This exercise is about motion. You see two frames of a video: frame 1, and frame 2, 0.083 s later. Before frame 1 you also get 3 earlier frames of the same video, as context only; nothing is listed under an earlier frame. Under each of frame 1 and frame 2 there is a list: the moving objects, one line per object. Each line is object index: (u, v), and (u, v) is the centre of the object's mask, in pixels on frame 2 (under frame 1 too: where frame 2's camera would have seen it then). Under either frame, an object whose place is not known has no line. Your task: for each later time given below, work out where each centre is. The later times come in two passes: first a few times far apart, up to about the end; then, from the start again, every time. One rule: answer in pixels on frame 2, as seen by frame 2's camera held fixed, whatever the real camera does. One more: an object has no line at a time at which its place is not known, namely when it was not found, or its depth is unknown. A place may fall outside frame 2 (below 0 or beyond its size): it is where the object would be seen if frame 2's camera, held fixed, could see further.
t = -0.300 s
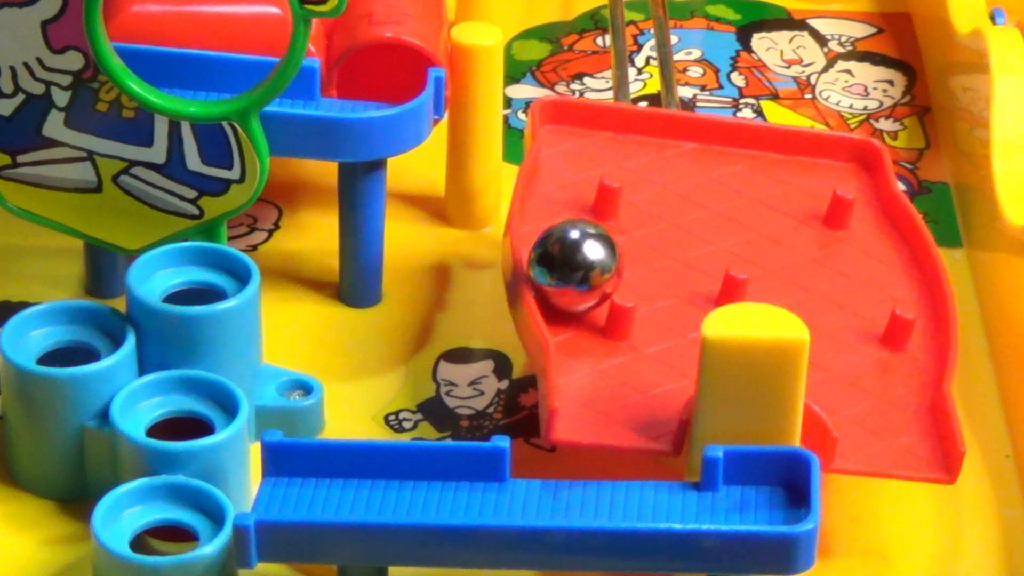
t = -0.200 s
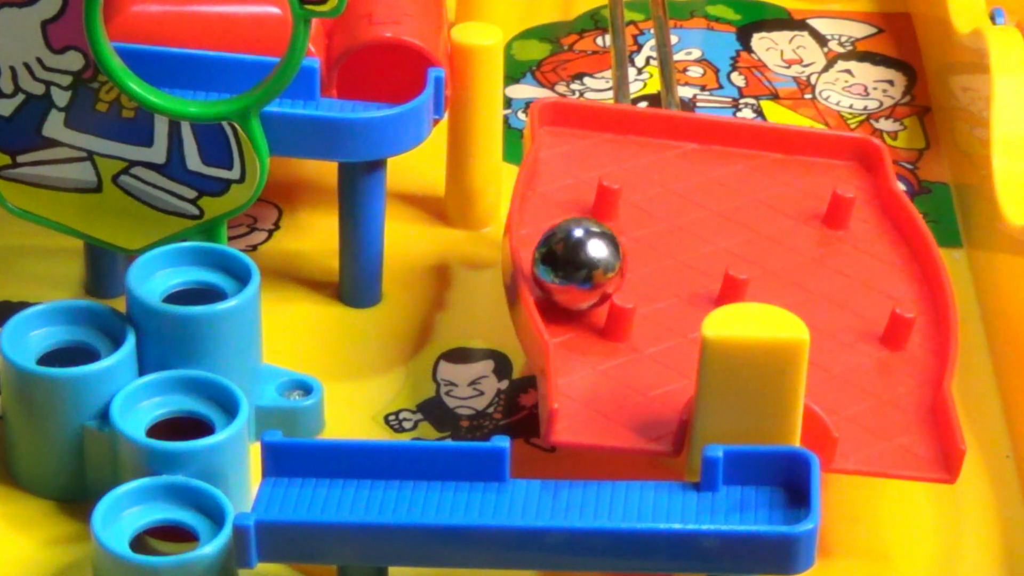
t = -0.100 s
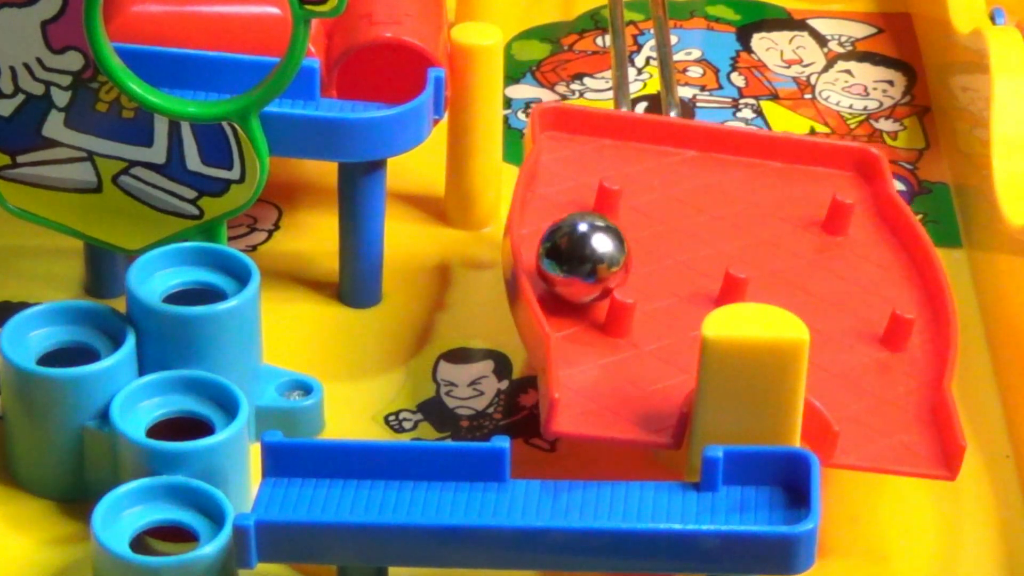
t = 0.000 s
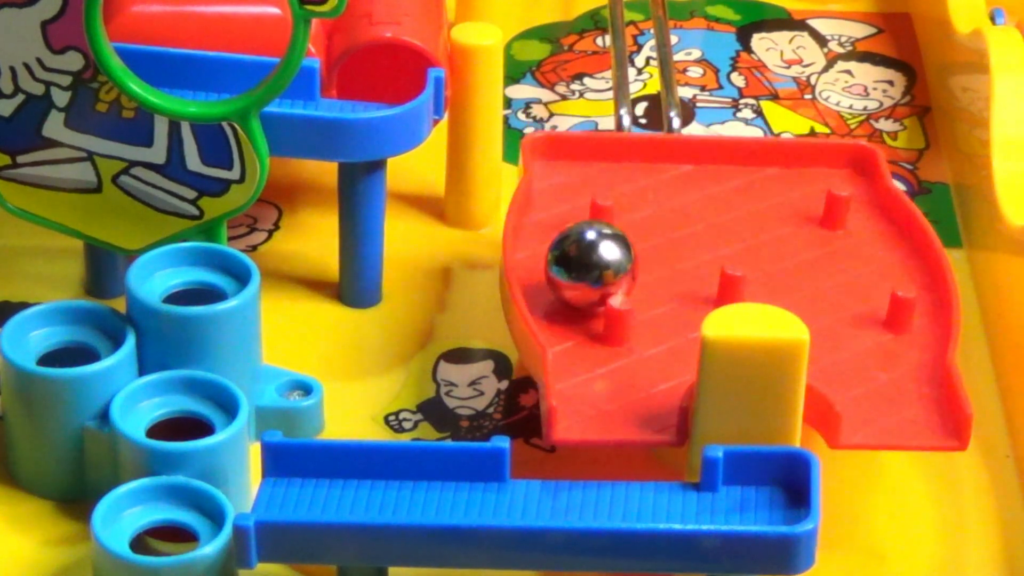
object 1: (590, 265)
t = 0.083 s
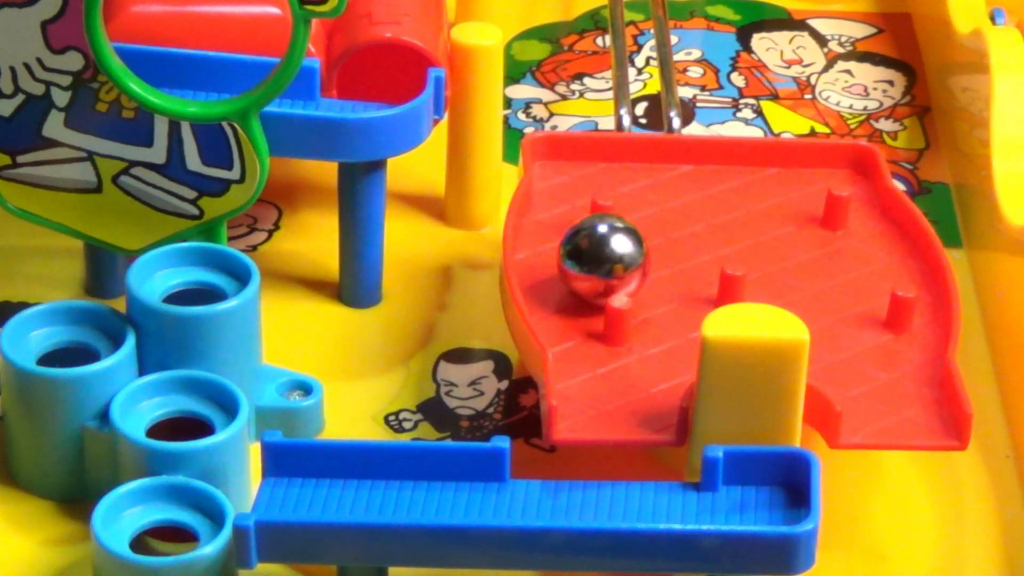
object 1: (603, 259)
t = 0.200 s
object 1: (627, 254)
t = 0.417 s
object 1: (676, 254)
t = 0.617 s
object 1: (676, 347)
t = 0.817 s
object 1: (609, 435)
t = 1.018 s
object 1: (482, 471)
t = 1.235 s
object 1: (251, 464)
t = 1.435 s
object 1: (162, 509)
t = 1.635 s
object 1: (162, 510)
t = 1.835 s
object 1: (162, 509)
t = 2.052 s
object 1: (162, 509)
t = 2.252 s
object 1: (162, 509)
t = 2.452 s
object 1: (162, 508)
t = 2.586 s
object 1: (162, 509)
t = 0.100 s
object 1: (606, 258)
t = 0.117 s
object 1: (609, 257)
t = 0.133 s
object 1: (613, 256)
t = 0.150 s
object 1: (616, 255)
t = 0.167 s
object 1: (620, 254)
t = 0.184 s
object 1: (624, 254)
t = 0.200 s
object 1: (627, 254)
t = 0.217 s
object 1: (631, 253)
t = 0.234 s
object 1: (635, 253)
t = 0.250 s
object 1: (639, 253)
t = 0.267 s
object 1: (644, 253)
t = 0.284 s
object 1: (648, 253)
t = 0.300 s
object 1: (653, 252)
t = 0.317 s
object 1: (658, 251)
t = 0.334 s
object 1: (663, 250)
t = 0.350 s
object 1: (669, 249)
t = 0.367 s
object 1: (676, 249)
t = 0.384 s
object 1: (678, 250)
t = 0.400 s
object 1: (677, 252)
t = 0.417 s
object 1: (676, 254)
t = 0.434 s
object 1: (675, 258)
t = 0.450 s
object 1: (674, 264)
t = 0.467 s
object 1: (674, 271)
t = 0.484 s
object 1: (674, 279)
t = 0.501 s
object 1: (673, 288)
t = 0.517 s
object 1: (674, 299)
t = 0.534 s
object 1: (678, 308)
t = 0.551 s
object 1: (681, 319)
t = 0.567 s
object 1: (681, 332)
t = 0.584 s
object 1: (682, 343)
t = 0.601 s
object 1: (680, 347)
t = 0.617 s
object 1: (676, 347)
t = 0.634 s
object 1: (673, 349)
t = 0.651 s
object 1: (670, 350)
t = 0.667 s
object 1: (669, 354)
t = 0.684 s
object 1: (666, 358)
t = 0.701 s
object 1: (662, 362)
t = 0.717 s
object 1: (658, 367)
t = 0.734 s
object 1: (651, 376)
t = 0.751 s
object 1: (644, 384)
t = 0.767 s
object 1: (635, 394)
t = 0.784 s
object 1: (626, 407)
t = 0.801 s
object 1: (618, 421)
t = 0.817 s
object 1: (609, 435)
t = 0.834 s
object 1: (599, 448)
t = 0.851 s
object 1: (588, 462)
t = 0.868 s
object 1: (577, 472)
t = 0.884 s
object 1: (566, 476)
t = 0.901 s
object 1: (556, 472)
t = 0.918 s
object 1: (542, 466)
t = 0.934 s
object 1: (530, 465)
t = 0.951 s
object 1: (521, 469)
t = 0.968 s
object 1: (512, 472)
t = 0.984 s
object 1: (503, 475)
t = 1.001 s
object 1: (492, 473)
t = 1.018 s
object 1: (482, 471)
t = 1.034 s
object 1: (469, 470)
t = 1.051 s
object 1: (457, 469)
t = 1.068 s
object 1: (444, 468)
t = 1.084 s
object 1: (428, 467)
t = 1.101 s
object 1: (412, 467)
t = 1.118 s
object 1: (394, 467)
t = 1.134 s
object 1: (376, 467)
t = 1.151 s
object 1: (356, 467)
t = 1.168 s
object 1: (335, 466)
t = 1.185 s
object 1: (316, 467)
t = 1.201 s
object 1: (297, 466)
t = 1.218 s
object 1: (275, 465)
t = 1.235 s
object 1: (251, 464)
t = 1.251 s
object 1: (221, 470)
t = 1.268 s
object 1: (199, 482)
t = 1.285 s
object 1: (163, 497)
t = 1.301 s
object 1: (158, 507)
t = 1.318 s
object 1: (160, 509)
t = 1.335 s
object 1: (162, 509)
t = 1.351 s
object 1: (160, 509)
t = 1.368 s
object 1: (159, 509)
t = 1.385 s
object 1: (162, 509)
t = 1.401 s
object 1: (162, 509)
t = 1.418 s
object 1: (162, 509)
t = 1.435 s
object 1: (162, 509)
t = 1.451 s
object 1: (162, 509)
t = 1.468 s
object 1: (162, 509)
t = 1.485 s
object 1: (162, 509)
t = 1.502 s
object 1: (162, 509)
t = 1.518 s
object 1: (162, 509)
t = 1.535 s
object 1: (162, 510)
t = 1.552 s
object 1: (162, 509)
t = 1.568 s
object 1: (162, 509)
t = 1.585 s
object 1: (162, 510)
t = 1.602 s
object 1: (162, 510)
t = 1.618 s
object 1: (162, 510)
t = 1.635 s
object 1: (162, 510)
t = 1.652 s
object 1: (162, 510)
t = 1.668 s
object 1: (162, 510)
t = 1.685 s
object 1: (161, 510)
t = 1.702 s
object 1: (161, 510)
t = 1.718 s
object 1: (161, 510)
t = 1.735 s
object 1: (162, 509)
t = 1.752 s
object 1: (161, 510)
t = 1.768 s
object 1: (162, 509)
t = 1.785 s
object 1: (162, 509)
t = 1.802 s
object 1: (161, 510)
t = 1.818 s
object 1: (162, 509)
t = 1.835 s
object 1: (162, 509)
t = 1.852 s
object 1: (162, 509)
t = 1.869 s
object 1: (162, 509)
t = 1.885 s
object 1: (162, 509)
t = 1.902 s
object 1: (162, 509)
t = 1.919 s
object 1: (162, 509)
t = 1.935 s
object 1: (162, 509)
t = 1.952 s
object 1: (162, 509)
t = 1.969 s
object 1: (162, 509)
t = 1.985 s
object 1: (162, 509)
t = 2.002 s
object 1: (162, 509)
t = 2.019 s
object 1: (162, 509)
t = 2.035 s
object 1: (162, 509)
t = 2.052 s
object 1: (162, 509)
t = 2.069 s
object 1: (162, 510)
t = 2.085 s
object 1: (162, 510)
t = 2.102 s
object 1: (162, 510)
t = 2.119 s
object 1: (162, 509)
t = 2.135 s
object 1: (162, 509)
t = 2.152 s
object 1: (162, 510)
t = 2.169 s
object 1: (162, 509)
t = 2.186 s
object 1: (162, 510)
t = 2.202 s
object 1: (162, 509)
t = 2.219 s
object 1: (162, 510)
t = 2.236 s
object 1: (162, 510)
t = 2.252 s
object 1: (162, 509)
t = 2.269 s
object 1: (162, 510)
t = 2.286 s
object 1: (162, 509)
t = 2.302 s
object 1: (162, 509)
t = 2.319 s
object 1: (162, 509)
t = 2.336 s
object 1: (162, 509)
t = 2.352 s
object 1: (162, 509)
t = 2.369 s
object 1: (162, 509)
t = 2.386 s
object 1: (162, 509)
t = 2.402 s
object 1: (162, 508)
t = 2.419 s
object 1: (162, 508)
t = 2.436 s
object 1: (162, 508)
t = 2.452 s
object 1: (162, 508)
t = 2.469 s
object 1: (162, 509)
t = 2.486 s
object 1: (162, 508)
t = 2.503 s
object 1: (162, 509)
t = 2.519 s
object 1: (162, 508)
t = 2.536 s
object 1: (162, 509)
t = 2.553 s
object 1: (162, 509)
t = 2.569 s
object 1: (162, 509)
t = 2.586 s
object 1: (162, 509)
